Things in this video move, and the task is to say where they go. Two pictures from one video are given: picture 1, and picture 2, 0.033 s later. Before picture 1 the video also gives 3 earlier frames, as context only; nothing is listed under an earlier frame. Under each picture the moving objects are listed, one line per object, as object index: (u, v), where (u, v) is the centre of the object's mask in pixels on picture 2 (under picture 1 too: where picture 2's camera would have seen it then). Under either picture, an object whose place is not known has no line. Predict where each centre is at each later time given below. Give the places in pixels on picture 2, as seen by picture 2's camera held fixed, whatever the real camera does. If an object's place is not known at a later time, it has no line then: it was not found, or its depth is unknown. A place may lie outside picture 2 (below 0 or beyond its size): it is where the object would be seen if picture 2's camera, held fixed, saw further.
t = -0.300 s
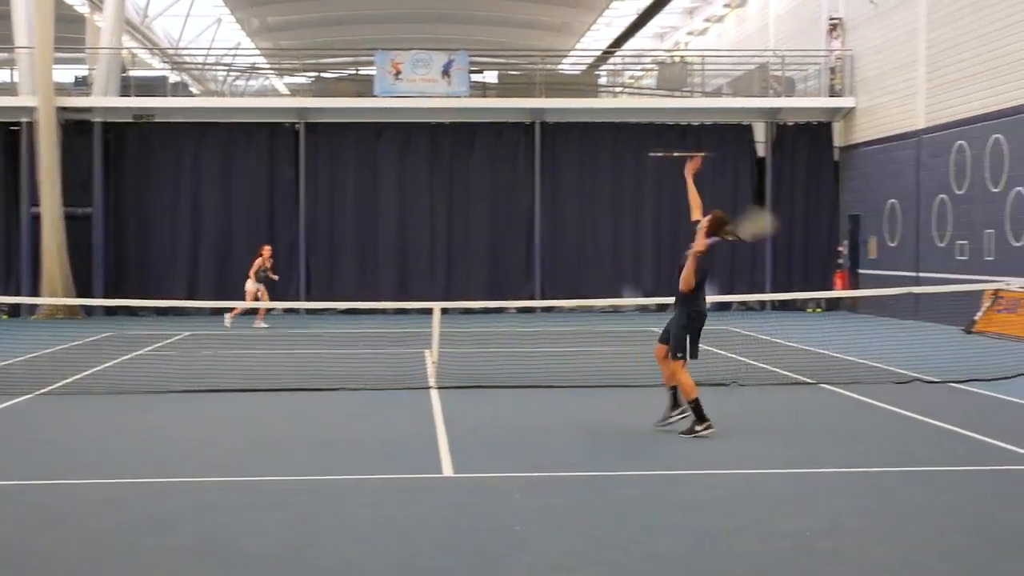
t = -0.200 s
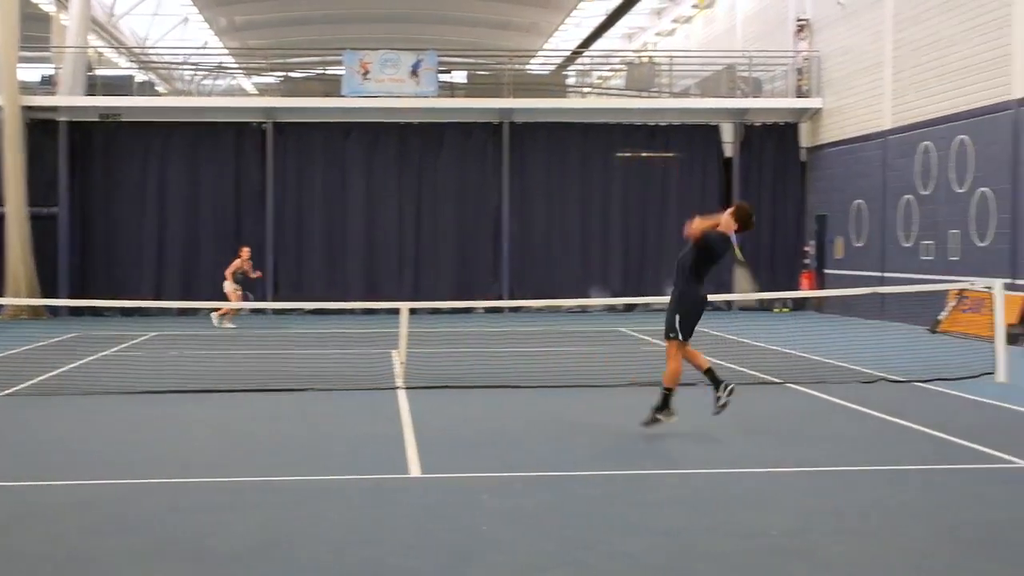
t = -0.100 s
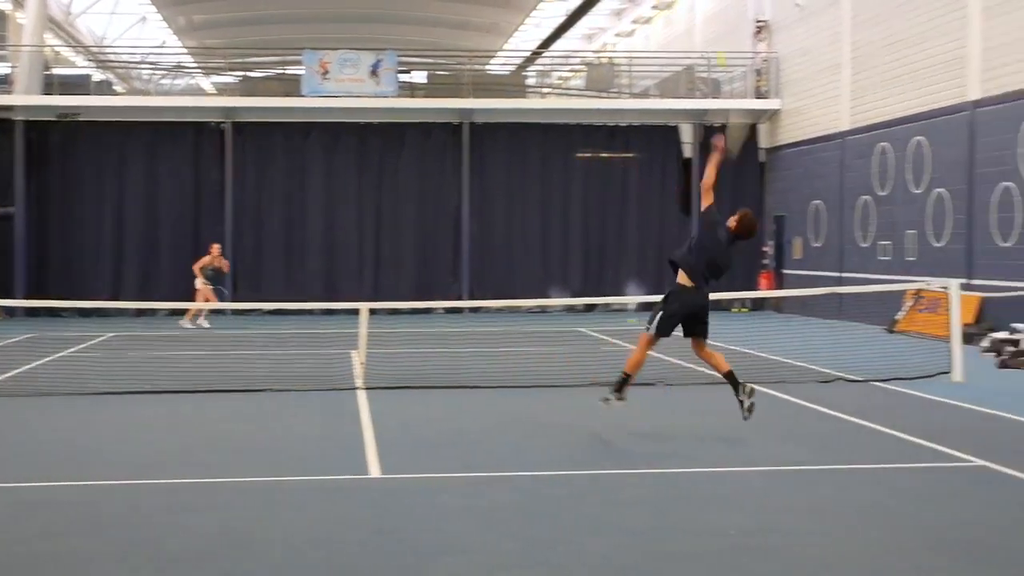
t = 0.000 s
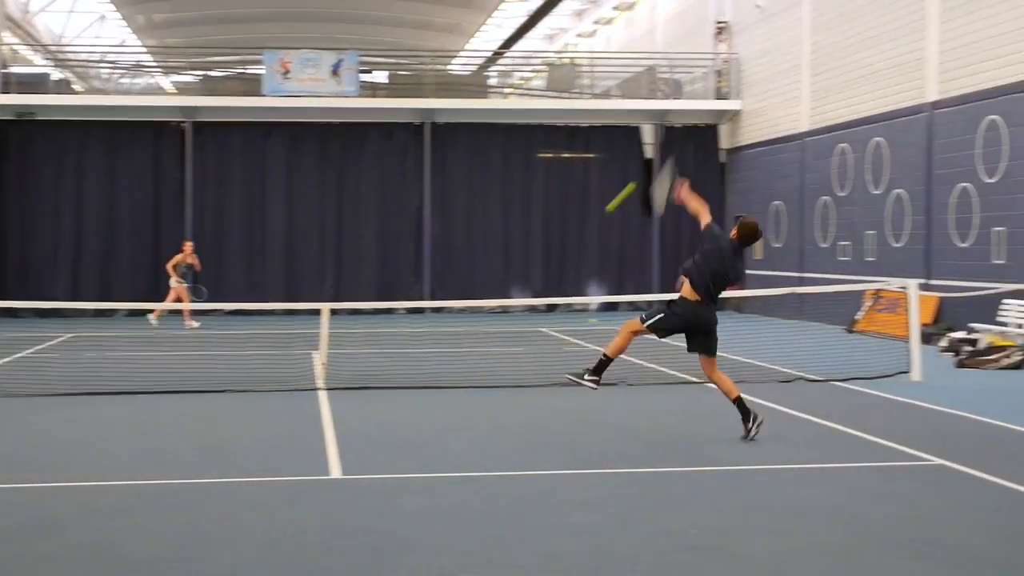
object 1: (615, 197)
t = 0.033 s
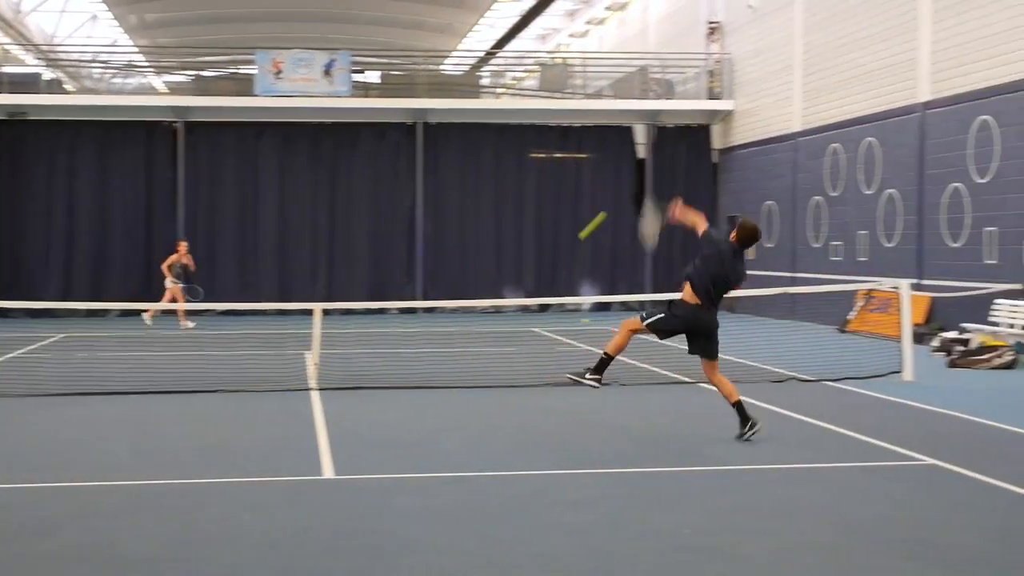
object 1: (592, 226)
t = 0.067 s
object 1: (555, 274)
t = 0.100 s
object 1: (525, 314)
